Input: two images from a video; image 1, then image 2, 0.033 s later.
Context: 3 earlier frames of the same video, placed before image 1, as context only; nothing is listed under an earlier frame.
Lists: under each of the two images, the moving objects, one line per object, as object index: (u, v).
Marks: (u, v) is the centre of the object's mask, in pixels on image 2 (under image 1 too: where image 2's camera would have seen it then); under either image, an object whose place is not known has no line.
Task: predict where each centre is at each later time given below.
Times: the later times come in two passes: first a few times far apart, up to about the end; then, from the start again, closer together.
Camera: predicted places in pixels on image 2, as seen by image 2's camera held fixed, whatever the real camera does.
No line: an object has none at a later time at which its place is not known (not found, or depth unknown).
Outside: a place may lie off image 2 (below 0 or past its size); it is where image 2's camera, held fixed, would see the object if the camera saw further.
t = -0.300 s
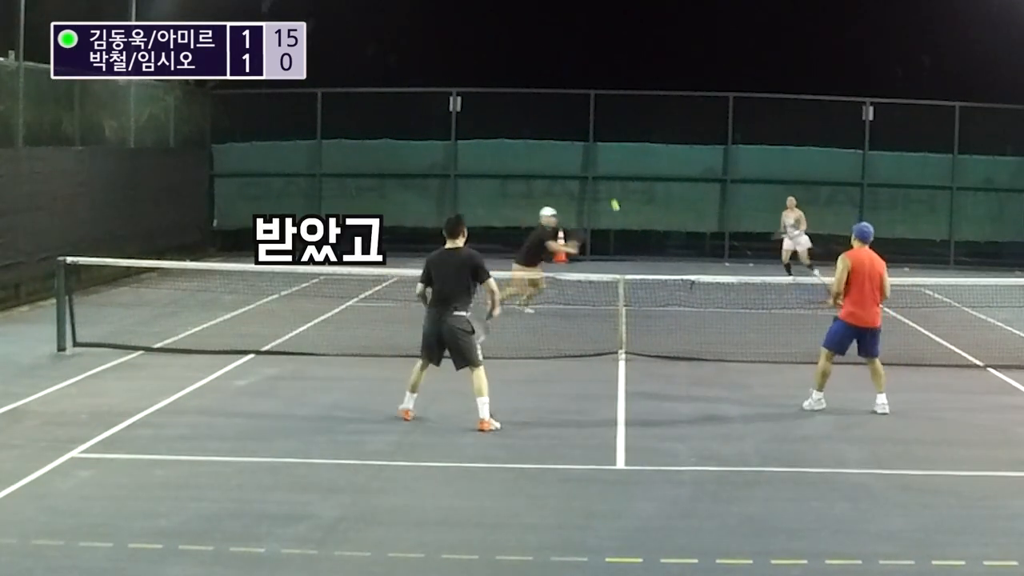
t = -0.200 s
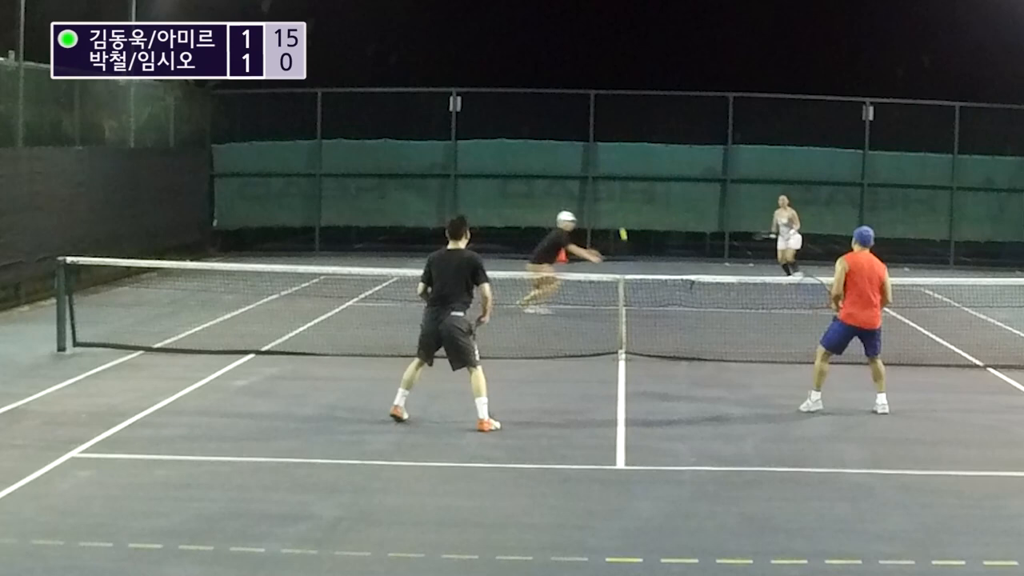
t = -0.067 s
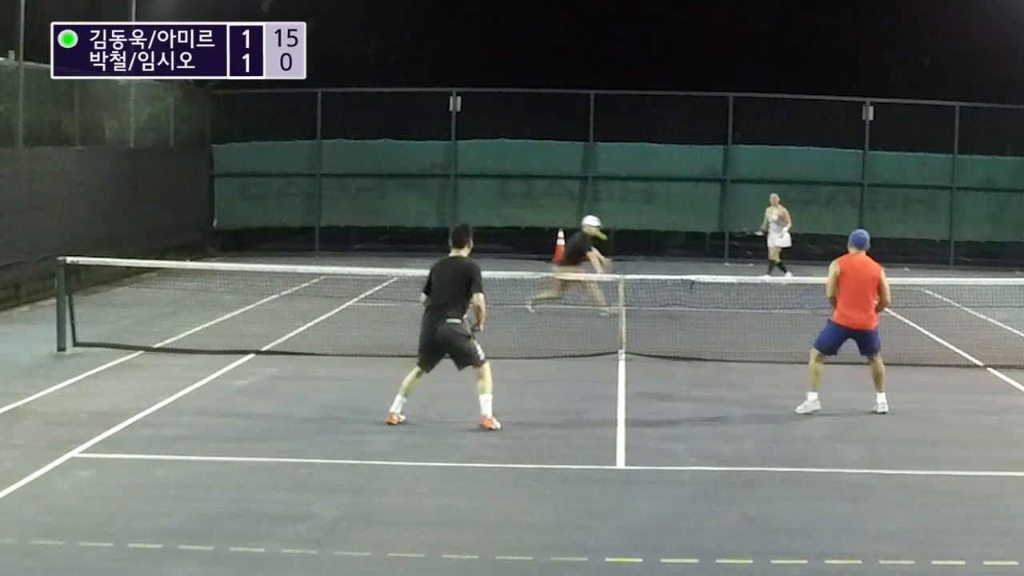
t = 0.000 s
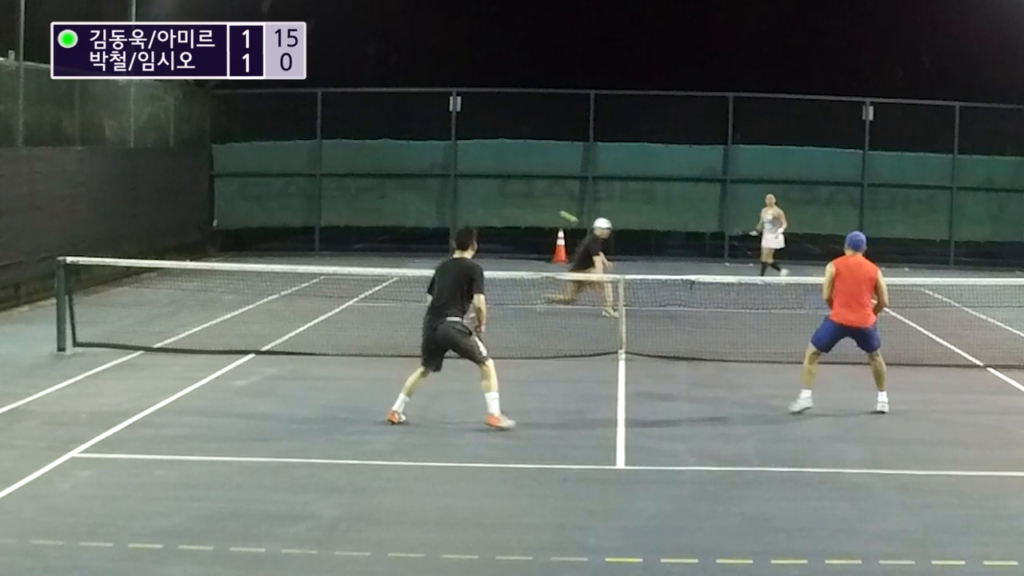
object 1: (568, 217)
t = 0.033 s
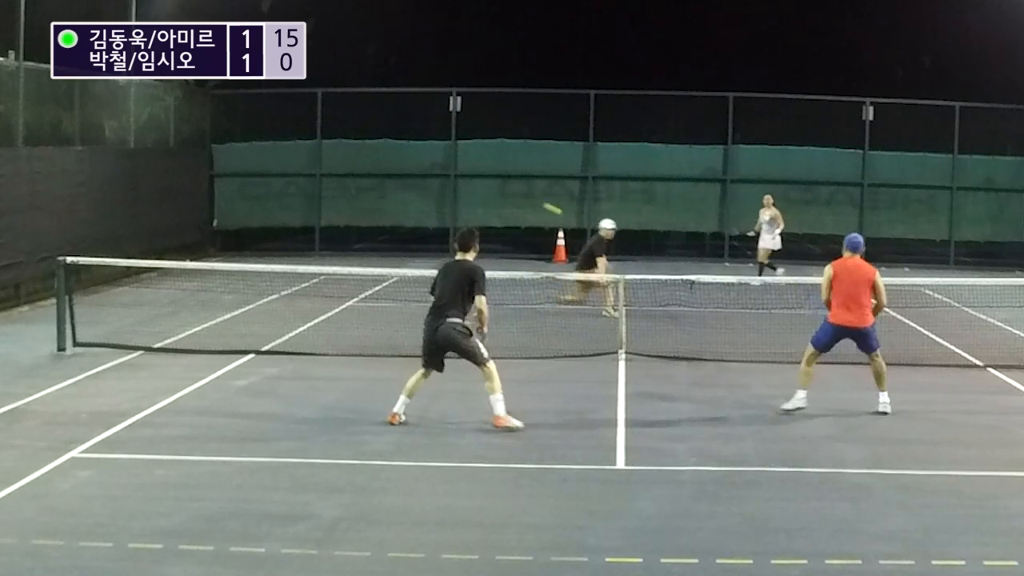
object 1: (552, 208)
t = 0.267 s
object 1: (425, 174)
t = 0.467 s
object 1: (292, 179)
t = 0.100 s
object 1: (518, 195)
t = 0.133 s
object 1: (501, 189)
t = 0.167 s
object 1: (483, 184)
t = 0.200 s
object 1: (464, 180)
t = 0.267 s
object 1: (425, 174)
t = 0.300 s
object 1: (405, 172)
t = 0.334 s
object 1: (383, 171)
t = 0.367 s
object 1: (362, 172)
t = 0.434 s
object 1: (316, 175)
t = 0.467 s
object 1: (292, 179)
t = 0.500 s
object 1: (267, 184)
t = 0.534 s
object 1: (241, 191)
